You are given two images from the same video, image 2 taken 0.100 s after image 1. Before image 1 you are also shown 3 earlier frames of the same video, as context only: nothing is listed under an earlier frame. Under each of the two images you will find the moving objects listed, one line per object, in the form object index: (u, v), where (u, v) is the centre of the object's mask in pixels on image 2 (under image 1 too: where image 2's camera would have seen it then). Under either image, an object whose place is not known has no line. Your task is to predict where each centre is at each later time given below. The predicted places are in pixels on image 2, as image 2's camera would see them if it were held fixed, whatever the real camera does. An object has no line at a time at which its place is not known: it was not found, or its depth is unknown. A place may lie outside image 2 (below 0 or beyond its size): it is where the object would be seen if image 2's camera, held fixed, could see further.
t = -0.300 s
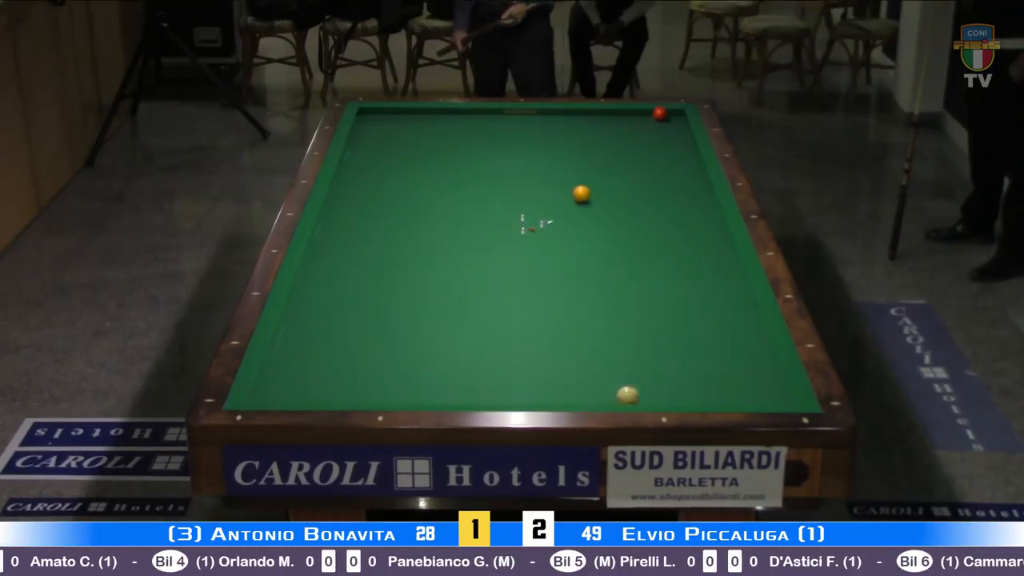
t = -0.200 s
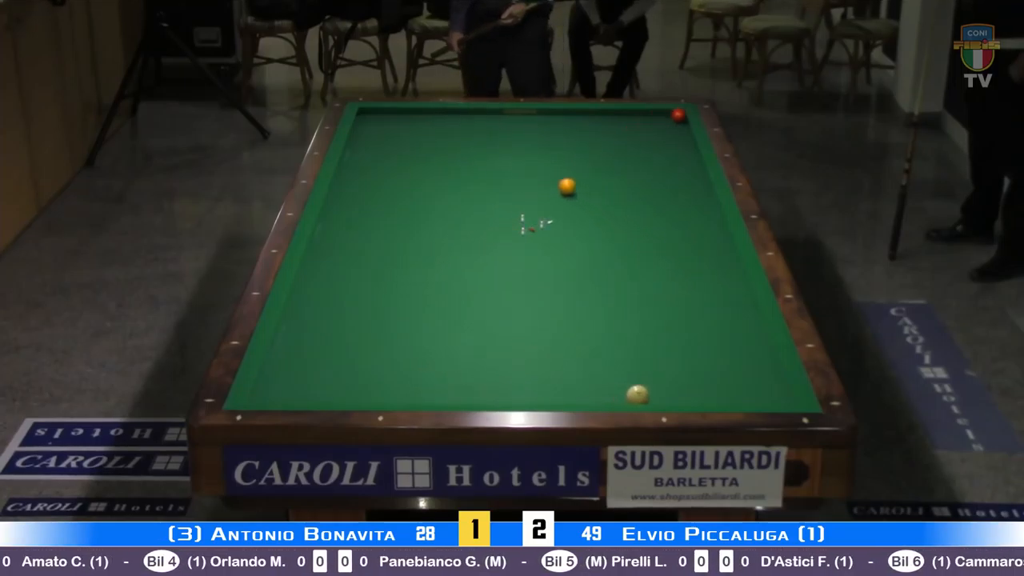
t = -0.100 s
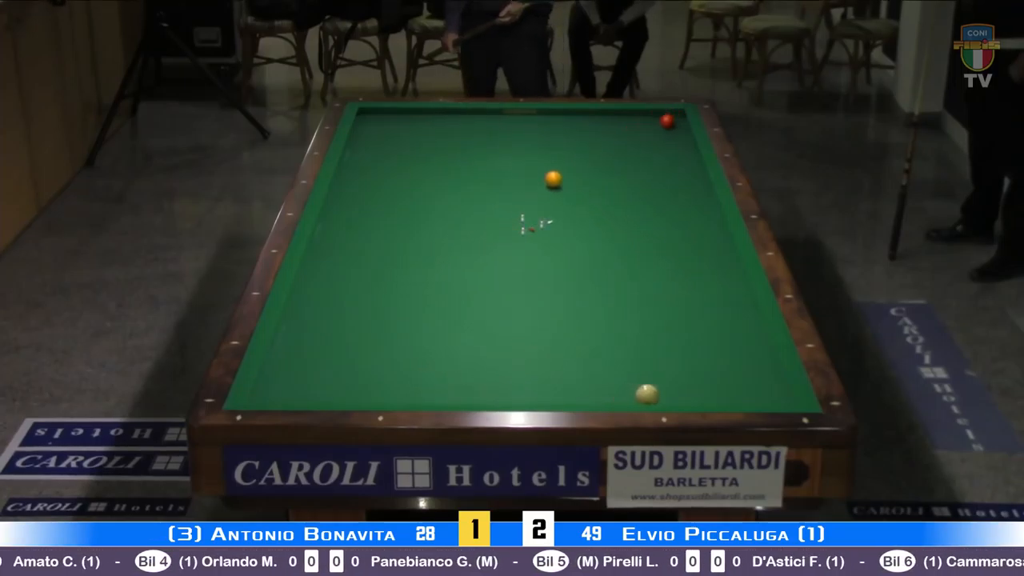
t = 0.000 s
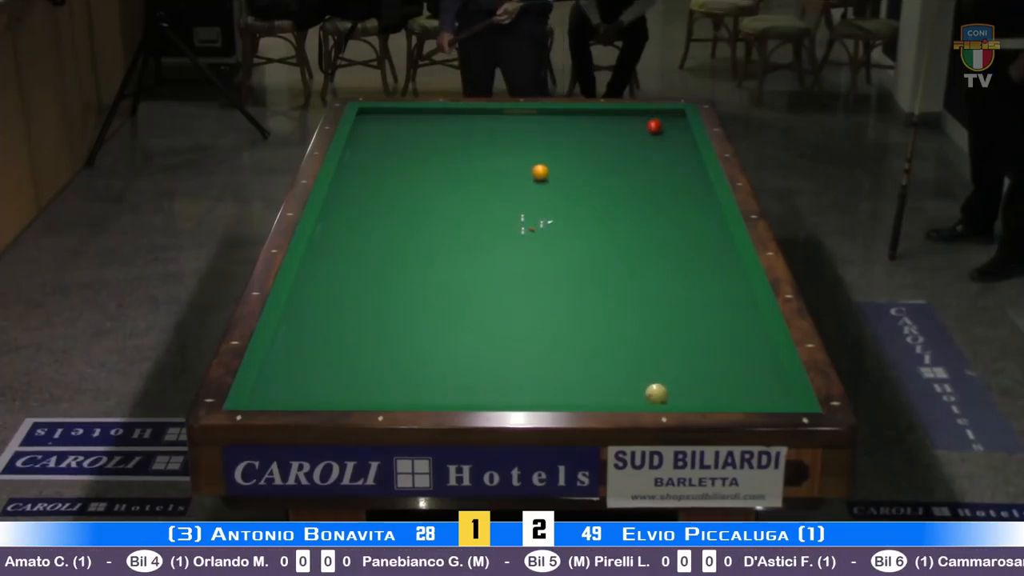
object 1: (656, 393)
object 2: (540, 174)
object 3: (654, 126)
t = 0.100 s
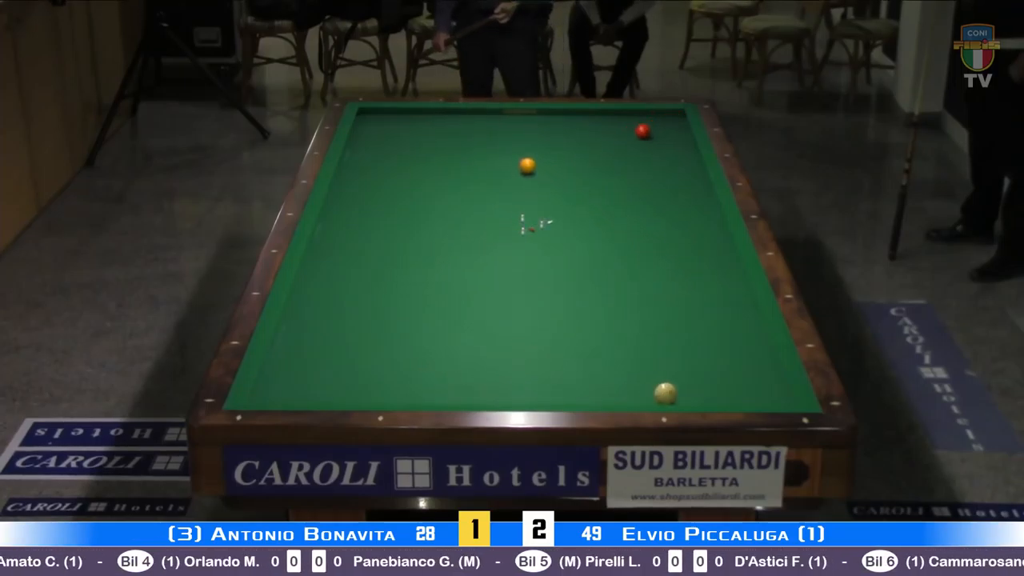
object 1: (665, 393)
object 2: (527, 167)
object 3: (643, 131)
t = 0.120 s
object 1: (667, 393)
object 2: (524, 166)
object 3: (641, 132)
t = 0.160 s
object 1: (671, 393)
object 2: (520, 163)
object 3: (636, 134)
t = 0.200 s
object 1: (674, 393)
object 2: (515, 160)
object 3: (632, 136)
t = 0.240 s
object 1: (678, 393)
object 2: (510, 158)
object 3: (627, 137)
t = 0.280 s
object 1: (681, 393)
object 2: (505, 156)
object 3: (623, 139)
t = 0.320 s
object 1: (685, 392)
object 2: (500, 153)
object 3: (618, 141)
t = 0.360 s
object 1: (688, 392)
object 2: (495, 150)
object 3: (614, 143)
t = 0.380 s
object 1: (690, 392)
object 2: (493, 149)
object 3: (612, 144)
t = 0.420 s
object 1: (693, 392)
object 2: (488, 146)
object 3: (607, 146)
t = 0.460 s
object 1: (697, 392)
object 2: (483, 144)
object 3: (602, 148)
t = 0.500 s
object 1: (700, 391)
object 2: (479, 142)
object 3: (598, 150)
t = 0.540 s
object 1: (703, 391)
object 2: (475, 139)
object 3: (593, 152)
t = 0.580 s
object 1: (706, 391)
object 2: (470, 137)
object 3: (588, 154)
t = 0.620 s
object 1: (709, 390)
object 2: (466, 135)
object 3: (584, 156)
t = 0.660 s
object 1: (713, 390)
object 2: (462, 133)
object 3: (579, 158)
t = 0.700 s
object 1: (715, 389)
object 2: (457, 130)
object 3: (574, 160)
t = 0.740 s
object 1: (719, 389)
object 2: (453, 128)
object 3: (569, 162)
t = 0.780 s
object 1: (722, 389)
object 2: (449, 126)
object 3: (564, 164)
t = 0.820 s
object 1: (725, 389)
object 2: (445, 124)
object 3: (559, 166)
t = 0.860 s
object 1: (728, 388)
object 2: (441, 122)
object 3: (554, 168)
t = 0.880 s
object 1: (729, 388)
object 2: (439, 121)
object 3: (552, 169)
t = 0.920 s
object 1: (732, 388)
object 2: (435, 119)
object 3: (547, 172)
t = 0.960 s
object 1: (735, 388)
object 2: (431, 117)
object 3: (542, 174)
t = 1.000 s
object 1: (738, 387)
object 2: (427, 115)
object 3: (537, 176)
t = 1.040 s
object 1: (741, 387)
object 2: (423, 113)
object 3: (532, 178)
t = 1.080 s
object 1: (744, 387)
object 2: (420, 111)
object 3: (527, 180)
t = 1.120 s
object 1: (747, 386)
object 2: (414, 112)
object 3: (522, 183)
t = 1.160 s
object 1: (750, 386)
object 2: (409, 113)
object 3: (517, 185)
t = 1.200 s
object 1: (752, 386)
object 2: (403, 114)
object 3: (511, 187)
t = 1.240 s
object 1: (755, 385)
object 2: (398, 116)
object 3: (506, 189)
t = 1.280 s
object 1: (758, 385)
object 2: (393, 117)
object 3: (501, 191)
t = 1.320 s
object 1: (760, 385)
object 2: (388, 118)
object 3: (496, 194)
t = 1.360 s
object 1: (763, 385)
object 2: (383, 119)
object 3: (490, 196)
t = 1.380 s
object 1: (764, 384)
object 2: (380, 119)
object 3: (488, 197)
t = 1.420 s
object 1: (767, 384)
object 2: (375, 120)
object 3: (482, 200)
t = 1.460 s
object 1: (770, 384)
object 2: (370, 121)
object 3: (477, 202)
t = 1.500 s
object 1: (772, 384)
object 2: (365, 122)
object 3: (471, 204)
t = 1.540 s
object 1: (774, 384)
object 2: (359, 123)
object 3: (466, 207)
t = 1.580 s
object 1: (777, 383)
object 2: (361, 125)
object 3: (460, 209)
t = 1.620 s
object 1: (776, 383)
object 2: (364, 125)
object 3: (455, 211)
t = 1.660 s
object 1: (775, 383)
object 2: (367, 127)
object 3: (449, 214)
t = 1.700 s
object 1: (774, 383)
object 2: (369, 128)
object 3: (444, 216)
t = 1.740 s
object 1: (773, 383)
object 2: (372, 129)
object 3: (438, 219)
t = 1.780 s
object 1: (771, 383)
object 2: (374, 130)
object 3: (433, 221)
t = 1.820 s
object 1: (770, 383)
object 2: (376, 132)
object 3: (427, 224)
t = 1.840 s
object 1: (769, 383)
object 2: (377, 132)
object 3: (424, 225)
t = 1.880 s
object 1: (768, 383)
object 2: (380, 134)
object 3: (418, 227)
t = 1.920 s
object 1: (767, 383)
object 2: (383, 135)
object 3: (412, 229)
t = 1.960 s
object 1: (765, 382)
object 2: (385, 136)
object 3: (406, 232)
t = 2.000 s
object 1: (764, 382)
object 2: (388, 137)
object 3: (400, 234)
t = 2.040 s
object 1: (763, 382)
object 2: (390, 139)
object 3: (395, 237)
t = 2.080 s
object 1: (762, 382)
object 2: (393, 140)
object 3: (388, 239)
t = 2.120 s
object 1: (761, 382)
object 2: (395, 141)
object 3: (382, 242)
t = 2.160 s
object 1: (760, 382)
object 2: (397, 142)
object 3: (377, 244)
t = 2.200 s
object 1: (759, 383)
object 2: (400, 143)
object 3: (371, 247)
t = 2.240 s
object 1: (758, 383)
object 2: (402, 145)
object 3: (364, 250)
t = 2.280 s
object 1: (756, 382)
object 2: (405, 146)
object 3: (359, 252)
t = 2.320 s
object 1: (756, 382)
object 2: (407, 147)
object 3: (352, 255)
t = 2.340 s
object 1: (755, 382)
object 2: (409, 148)
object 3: (349, 256)
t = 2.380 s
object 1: (754, 382)
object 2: (411, 149)
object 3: (343, 258)
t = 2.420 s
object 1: (753, 382)
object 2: (414, 150)
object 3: (337, 261)
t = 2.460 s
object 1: (752, 382)
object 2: (416, 152)
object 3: (330, 264)
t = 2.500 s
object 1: (751, 382)
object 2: (419, 153)
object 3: (324, 266)
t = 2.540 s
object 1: (750, 382)
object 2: (421, 154)
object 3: (318, 269)
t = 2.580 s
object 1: (749, 382)
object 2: (424, 155)
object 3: (311, 272)
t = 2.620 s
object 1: (748, 382)
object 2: (426, 156)
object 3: (305, 275)
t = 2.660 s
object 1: (747, 382)
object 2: (429, 158)
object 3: (307, 277)
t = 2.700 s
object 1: (747, 382)
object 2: (431, 159)
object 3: (310, 279)
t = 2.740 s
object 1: (746, 382)
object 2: (434, 160)
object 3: (312, 281)
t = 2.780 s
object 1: (745, 382)
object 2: (436, 161)
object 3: (314, 283)
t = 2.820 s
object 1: (744, 382)
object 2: (439, 163)
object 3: (316, 285)
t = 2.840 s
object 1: (744, 382)
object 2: (440, 163)
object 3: (317, 287)
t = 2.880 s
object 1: (744, 382)
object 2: (443, 164)
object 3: (319, 288)
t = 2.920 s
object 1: (743, 382)
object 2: (445, 166)
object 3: (320, 291)
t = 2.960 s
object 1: (742, 382)
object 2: (448, 167)
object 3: (322, 293)
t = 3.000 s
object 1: (742, 382)
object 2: (451, 168)
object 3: (324, 295)
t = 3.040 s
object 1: (741, 382)
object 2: (453, 169)
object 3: (326, 297)
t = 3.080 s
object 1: (740, 382)
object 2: (456, 170)
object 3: (328, 300)
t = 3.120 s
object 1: (740, 382)
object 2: (458, 172)
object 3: (329, 302)
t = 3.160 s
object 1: (739, 382)
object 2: (461, 173)
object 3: (331, 304)
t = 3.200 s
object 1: (739, 382)
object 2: (464, 174)
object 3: (333, 306)
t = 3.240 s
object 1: (739, 382)
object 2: (466, 175)
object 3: (335, 308)
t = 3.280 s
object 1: (738, 382)
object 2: (469, 177)
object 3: (337, 311)
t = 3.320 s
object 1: (738, 382)
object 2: (471, 178)
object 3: (339, 312)
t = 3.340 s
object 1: (738, 382)
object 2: (472, 178)
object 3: (340, 314)
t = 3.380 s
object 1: (737, 382)
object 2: (475, 180)
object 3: (342, 316)
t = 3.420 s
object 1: (737, 382)
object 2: (477, 181)
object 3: (343, 318)
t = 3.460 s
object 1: (736, 382)
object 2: (480, 182)
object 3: (345, 321)
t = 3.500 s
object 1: (736, 382)
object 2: (483, 183)
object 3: (347, 323)
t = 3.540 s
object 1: (736, 382)
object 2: (485, 185)
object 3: (349, 326)
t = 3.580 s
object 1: (735, 382)
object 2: (488, 186)
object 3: (351, 328)
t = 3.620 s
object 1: (735, 382)
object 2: (490, 187)
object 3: (353, 330)
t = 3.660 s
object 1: (735, 382)
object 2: (493, 188)
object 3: (355, 332)
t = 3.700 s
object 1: (735, 382)
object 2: (496, 190)
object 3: (357, 335)
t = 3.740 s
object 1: (734, 382)
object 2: (498, 191)
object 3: (359, 337)
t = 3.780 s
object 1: (734, 382)
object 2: (501, 192)
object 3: (361, 339)
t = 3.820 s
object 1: (734, 382)
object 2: (503, 194)
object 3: (363, 342)
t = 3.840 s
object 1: (734, 382)
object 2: (505, 194)
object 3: (364, 343)
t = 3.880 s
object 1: (734, 382)
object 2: (508, 196)
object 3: (365, 345)
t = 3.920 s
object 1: (733, 382)
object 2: (510, 197)
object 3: (368, 348)
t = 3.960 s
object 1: (733, 382)
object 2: (513, 198)
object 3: (369, 350)
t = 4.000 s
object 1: (733, 382)
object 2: (515, 199)
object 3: (371, 352)
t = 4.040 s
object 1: (733, 382)
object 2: (518, 200)
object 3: (373, 355)
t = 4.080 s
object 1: (733, 382)
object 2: (521, 202)
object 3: (375, 357)
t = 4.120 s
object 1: (733, 382)
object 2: (523, 203)
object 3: (377, 359)
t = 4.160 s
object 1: (733, 382)
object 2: (526, 204)
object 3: (379, 362)
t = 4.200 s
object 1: (733, 382)
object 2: (528, 206)
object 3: (381, 364)
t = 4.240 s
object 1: (733, 382)
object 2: (531, 207)
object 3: (383, 366)
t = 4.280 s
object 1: (733, 382)
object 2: (533, 208)
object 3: (385, 369)
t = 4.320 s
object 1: (733, 382)
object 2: (535, 209)
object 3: (387, 371)
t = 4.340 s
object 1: (733, 382)
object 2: (537, 210)
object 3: (388, 372)
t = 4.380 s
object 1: (734, 382)
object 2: (539, 211)
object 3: (390, 375)
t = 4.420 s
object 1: (733, 382)
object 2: (542, 212)
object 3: (392, 377)
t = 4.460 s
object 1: (733, 382)
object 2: (545, 213)
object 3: (394, 379)
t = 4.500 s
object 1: (733, 382)
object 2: (548, 214)
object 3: (396, 382)
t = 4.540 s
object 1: (734, 382)
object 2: (550, 216)
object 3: (398, 385)
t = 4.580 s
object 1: (733, 382)
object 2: (552, 217)
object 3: (400, 387)
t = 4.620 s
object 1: (734, 382)
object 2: (555, 219)
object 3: (402, 389)
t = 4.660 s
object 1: (733, 382)
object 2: (558, 220)
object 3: (405, 391)
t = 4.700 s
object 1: (733, 382)
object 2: (560, 221)
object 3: (407, 392)
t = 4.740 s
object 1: (734, 382)
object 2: (562, 223)
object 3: (409, 394)
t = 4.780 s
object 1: (733, 382)
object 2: (565, 224)
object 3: (411, 395)
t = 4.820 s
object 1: (733, 382)
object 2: (567, 225)
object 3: (413, 396)
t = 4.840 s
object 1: (733, 382)
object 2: (569, 225)
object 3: (414, 397)
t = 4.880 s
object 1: (733, 382)
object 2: (572, 226)
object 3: (415, 397)
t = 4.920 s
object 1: (733, 382)
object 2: (575, 228)
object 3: (417, 396)
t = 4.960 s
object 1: (733, 382)
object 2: (577, 229)
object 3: (418, 395)
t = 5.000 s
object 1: (733, 382)
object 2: (580, 231)
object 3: (419, 395)
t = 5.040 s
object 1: (733, 382)
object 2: (582, 232)
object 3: (420, 394)
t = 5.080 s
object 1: (733, 382)
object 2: (585, 233)
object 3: (421, 393)
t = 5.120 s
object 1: (733, 382)
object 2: (587, 234)
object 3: (423, 392)
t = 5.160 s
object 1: (733, 382)
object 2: (590, 235)
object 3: (424, 392)
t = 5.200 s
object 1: (733, 382)
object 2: (593, 237)
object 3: (425, 391)
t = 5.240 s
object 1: (733, 382)
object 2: (595, 238)
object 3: (426, 390)
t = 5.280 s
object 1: (733, 382)
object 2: (598, 239)
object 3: (427, 390)
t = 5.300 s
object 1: (733, 382)
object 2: (599, 240)
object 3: (428, 389)
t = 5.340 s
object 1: (733, 382)
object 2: (601, 241)
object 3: (429, 388)
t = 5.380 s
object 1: (733, 382)
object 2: (604, 243)
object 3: (430, 387)
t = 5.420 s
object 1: (733, 382)
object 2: (606, 243)
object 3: (431, 386)
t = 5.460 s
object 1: (733, 382)
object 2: (609, 245)
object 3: (432, 385)
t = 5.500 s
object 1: (733, 382)
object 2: (611, 246)
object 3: (434, 383)
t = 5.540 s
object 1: (733, 382)
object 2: (614, 247)
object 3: (435, 382)
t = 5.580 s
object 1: (734, 382)
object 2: (616, 248)
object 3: (436, 381)
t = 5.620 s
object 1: (734, 382)
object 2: (619, 249)
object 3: (437, 380)
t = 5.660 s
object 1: (734, 382)
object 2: (621, 251)
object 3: (438, 379)
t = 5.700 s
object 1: (734, 382)
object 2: (624, 252)
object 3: (439, 378)
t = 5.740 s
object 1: (734, 382)
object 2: (626, 253)
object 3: (440, 377)
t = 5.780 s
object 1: (734, 382)
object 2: (629, 254)
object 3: (441, 376)
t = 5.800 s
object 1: (734, 382)
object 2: (630, 255)
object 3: (441, 376)
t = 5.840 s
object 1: (734, 382)
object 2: (633, 256)
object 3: (442, 375)
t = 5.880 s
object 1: (734, 382)
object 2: (635, 257)
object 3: (443, 374)
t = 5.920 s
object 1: (734, 382)
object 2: (637, 258)
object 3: (444, 373)
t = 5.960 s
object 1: (734, 382)
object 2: (639, 259)
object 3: (445, 372)
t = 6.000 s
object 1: (734, 382)
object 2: (642, 261)
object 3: (446, 371)
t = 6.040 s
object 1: (734, 382)
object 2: (644, 262)
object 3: (447, 370)
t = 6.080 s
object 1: (734, 382)
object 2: (647, 263)
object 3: (448, 369)
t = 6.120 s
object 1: (734, 382)
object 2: (649, 264)
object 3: (449, 368)
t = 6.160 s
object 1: (734, 382)
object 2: (652, 265)
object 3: (449, 367)
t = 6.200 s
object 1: (734, 382)
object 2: (654, 267)
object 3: (450, 366)
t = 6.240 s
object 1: (734, 382)
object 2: (656, 268)
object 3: (451, 365)
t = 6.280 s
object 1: (734, 382)
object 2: (659, 269)
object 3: (452, 364)
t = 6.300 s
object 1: (734, 382)
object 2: (660, 269)
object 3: (453, 364)
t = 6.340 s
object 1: (734, 382)
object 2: (663, 270)
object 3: (453, 363)
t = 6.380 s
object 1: (734, 382)
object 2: (665, 272)
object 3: (454, 363)
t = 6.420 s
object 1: (734, 382)
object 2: (667, 273)
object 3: (455, 362)
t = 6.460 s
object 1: (734, 382)
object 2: (669, 274)
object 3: (455, 361)
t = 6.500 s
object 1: (734, 382)
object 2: (672, 275)
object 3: (456, 360)
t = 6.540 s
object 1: (734, 382)
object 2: (674, 277)
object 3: (457, 360)
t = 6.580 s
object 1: (734, 382)
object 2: (677, 278)
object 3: (457, 359)
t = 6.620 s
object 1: (734, 382)
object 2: (679, 279)
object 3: (458, 358)
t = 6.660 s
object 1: (734, 382)
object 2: (681, 280)
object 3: (459, 358)
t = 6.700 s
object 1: (734, 382)
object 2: (683, 281)
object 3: (460, 357)
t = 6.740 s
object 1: (734, 382)
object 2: (686, 283)
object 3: (460, 356)
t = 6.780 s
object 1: (734, 382)
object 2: (688, 283)
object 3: (461, 355)
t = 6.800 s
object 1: (734, 382)
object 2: (689, 284)
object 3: (461, 355)
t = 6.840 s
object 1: (734, 382)
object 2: (691, 285)
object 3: (462, 354)
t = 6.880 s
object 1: (734, 382)
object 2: (693, 286)
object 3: (463, 354)
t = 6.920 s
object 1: (734, 382)
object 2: (695, 287)
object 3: (463, 353)
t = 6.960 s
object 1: (734, 382)
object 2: (698, 288)
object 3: (464, 352)
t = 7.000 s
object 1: (734, 382)
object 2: (700, 290)
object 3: (464, 352)
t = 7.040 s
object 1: (734, 382)
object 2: (702, 291)
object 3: (465, 351)
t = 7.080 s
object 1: (734, 382)
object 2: (704, 292)
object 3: (465, 350)
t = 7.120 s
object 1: (734, 382)
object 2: (706, 293)
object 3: (466, 350)
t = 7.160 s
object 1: (734, 382)
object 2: (708, 294)
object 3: (467, 349)
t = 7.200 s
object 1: (734, 382)
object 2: (710, 295)
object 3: (467, 348)
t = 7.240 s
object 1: (734, 382)
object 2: (712, 296)
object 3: (468, 347)
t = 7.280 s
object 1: (734, 382)
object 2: (715, 297)
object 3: (468, 347)
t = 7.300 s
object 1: (734, 382)
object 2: (716, 298)
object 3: (469, 347)
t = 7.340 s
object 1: (734, 382)
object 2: (718, 299)
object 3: (469, 346)
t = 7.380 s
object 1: (734, 382)
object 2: (720, 300)
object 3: (470, 346)
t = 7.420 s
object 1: (734, 382)
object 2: (722, 301)
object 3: (470, 346)
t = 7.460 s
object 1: (734, 382)
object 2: (724, 302)
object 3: (471, 345)
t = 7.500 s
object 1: (734, 382)
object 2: (726, 303)
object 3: (471, 345)
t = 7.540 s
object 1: (734, 382)
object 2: (728, 304)
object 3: (472, 344)
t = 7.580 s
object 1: (734, 382)
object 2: (730, 305)
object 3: (472, 343)
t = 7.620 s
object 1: (734, 382)
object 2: (732, 306)
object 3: (472, 343)
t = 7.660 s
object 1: (734, 382)
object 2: (734, 307)
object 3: (473, 342)
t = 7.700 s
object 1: (734, 382)
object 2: (736, 308)
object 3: (473, 342)
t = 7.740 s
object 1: (734, 382)
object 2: (738, 310)
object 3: (474, 342)
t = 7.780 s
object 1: (734, 382)
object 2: (741, 311)
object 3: (474, 341)
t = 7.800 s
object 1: (734, 382)
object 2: (741, 311)
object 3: (474, 341)
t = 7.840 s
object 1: (734, 382)
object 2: (743, 312)
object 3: (475, 341)
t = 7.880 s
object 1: (734, 382)
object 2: (745, 313)
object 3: (475, 340)
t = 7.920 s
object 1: (734, 382)
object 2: (747, 314)
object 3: (475, 340)
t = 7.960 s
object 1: (734, 382)
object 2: (749, 316)
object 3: (476, 339)
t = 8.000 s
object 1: (734, 382)
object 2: (751, 316)
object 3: (476, 339)
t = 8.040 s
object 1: (734, 382)
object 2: (753, 317)
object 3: (476, 338)
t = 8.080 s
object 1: (734, 382)
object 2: (753, 318)
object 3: (477, 338)
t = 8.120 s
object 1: (734, 382)
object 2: (753, 319)
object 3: (477, 338)
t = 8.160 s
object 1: (734, 382)
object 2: (753, 320)
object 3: (477, 337)
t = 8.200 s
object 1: (734, 382)
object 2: (752, 320)
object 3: (478, 337)
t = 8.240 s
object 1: (734, 382)
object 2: (752, 321)
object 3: (478, 336)
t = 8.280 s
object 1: (734, 382)
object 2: (751, 322)
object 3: (478, 336)
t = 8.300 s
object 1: (734, 382)
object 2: (751, 322)
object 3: (479, 336)
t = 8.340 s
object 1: (734, 382)
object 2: (750, 323)
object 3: (479, 336)
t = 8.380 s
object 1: (734, 382)
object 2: (749, 324)
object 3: (479, 335)
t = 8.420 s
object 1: (734, 382)
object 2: (749, 325)
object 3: (479, 335)
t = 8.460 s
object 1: (734, 382)
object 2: (748, 325)
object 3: (480, 335)
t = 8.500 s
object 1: (734, 382)
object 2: (748, 326)
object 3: (480, 335)
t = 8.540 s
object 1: (734, 382)
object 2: (747, 326)
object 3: (480, 334)
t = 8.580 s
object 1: (734, 382)
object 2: (747, 327)
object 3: (481, 334)
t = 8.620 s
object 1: (734, 382)
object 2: (746, 328)
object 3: (481, 334)
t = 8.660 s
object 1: (734, 382)
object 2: (746, 329)
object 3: (481, 334)
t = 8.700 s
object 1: (734, 382)
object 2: (745, 330)
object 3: (481, 334)
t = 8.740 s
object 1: (734, 382)
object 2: (745, 330)
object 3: (481, 333)
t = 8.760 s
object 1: (734, 382)
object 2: (744, 331)
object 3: (482, 333)
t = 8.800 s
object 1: (734, 382)
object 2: (744, 331)
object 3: (482, 333)
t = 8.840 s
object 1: (734, 382)
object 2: (743, 332)
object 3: (482, 333)
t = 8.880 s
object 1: (734, 382)
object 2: (743, 333)
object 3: (482, 333)
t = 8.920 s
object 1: (734, 382)
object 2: (742, 333)
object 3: (482, 332)
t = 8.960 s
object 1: (734, 382)
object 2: (742, 334)
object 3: (482, 332)
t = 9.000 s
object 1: (734, 382)
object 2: (741, 335)
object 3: (482, 332)
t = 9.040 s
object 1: (734, 382)
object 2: (741, 335)
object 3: (482, 332)
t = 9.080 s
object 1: (734, 382)
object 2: (740, 336)
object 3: (482, 331)
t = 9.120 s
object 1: (734, 382)
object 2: (740, 337)
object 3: (483, 331)
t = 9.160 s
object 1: (734, 382)
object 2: (739, 337)
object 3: (483, 331)
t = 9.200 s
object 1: (734, 382)
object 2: (739, 337)
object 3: (483, 331)
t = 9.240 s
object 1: (734, 382)
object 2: (738, 338)
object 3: (483, 331)
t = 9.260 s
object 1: (734, 382)
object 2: (738, 338)
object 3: (483, 331)
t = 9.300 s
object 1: (734, 382)
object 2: (738, 339)
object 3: (483, 331)
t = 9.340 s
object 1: (734, 382)
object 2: (737, 339)
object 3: (483, 331)
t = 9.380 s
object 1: (734, 382)
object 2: (737, 340)
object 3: (483, 331)
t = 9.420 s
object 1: (734, 382)
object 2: (736, 340)
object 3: (483, 330)
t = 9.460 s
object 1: (734, 382)
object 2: (735, 341)
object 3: (483, 331)
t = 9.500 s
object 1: (734, 382)
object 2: (735, 342)
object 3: (483, 331)
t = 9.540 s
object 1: (734, 382)
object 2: (735, 342)
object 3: (483, 330)
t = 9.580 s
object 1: (734, 382)
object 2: (734, 343)
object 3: (484, 330)
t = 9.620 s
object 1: (734, 382)
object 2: (734, 343)
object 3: (484, 330)
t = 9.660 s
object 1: (734, 382)
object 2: (734, 343)
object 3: (484, 330)
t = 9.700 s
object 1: (734, 382)
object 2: (733, 344)
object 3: (484, 330)
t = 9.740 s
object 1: (734, 382)
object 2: (733, 344)
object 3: (484, 330)
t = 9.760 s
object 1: (734, 382)
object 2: (733, 344)
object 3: (484, 330)
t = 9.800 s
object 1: (734, 383)
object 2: (732, 345)
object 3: (484, 330)
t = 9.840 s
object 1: (734, 383)
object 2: (732, 345)
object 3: (484, 330)
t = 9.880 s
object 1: (734, 382)
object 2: (731, 345)
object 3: (484, 330)
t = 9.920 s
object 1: (734, 382)
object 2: (731, 346)
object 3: (484, 330)
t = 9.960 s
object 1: (734, 382)
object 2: (730, 346)
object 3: (484, 330)
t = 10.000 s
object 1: (734, 382)
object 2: (730, 347)
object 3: (484, 330)
